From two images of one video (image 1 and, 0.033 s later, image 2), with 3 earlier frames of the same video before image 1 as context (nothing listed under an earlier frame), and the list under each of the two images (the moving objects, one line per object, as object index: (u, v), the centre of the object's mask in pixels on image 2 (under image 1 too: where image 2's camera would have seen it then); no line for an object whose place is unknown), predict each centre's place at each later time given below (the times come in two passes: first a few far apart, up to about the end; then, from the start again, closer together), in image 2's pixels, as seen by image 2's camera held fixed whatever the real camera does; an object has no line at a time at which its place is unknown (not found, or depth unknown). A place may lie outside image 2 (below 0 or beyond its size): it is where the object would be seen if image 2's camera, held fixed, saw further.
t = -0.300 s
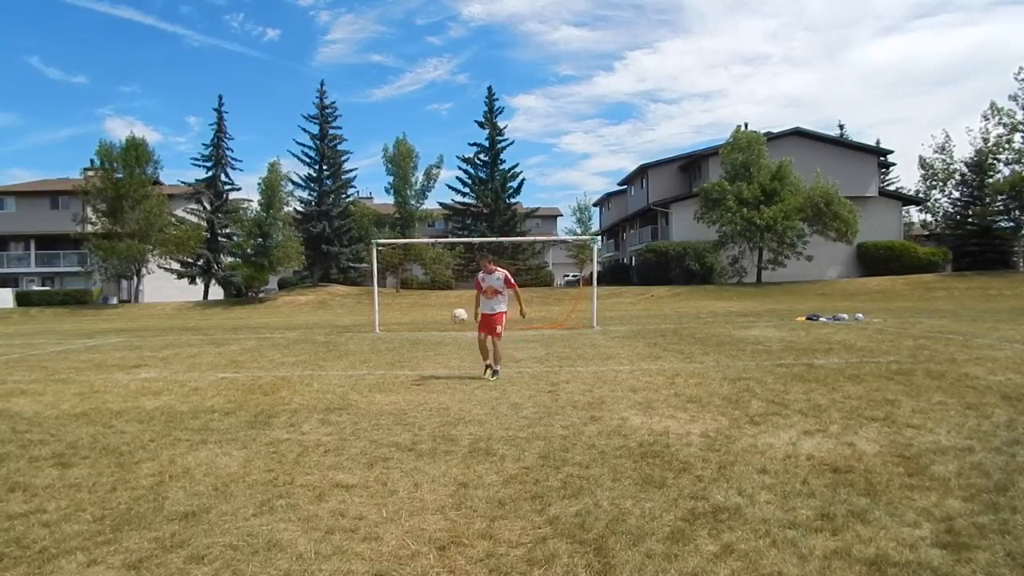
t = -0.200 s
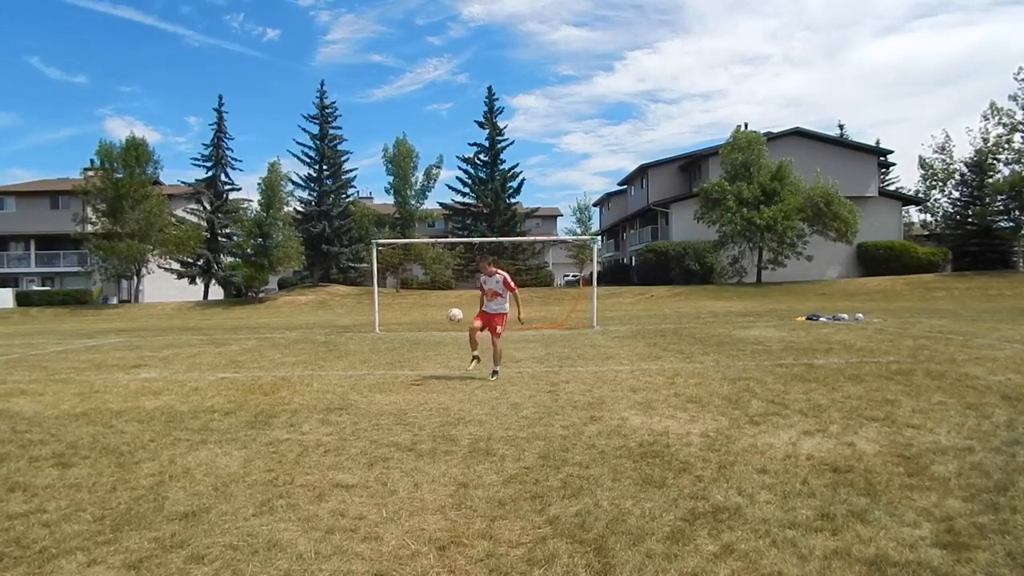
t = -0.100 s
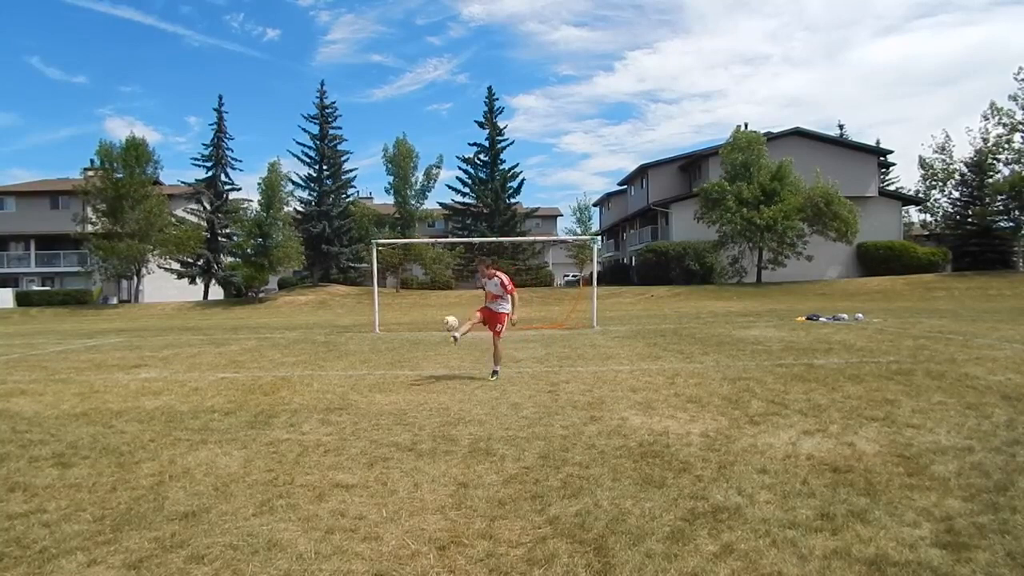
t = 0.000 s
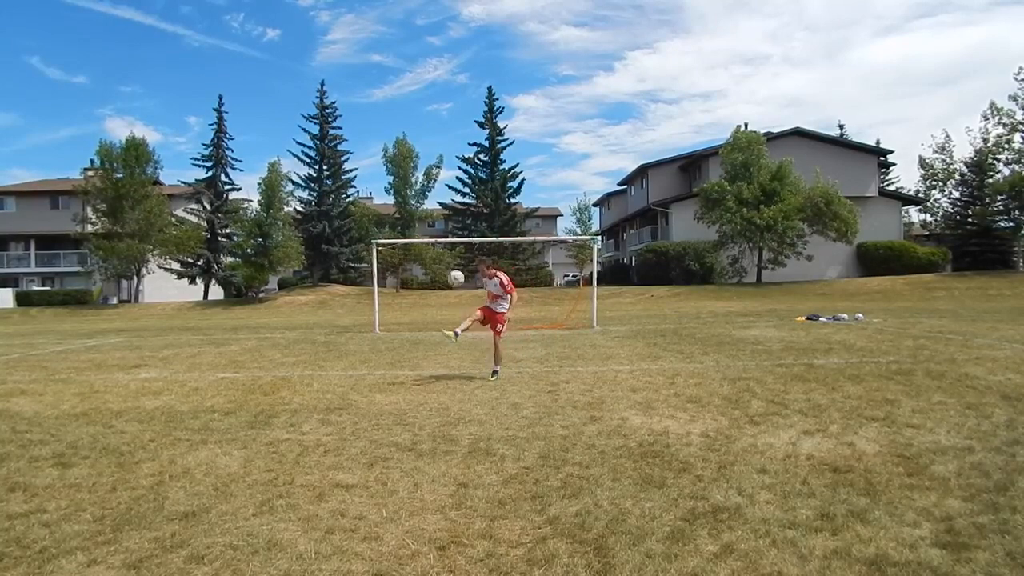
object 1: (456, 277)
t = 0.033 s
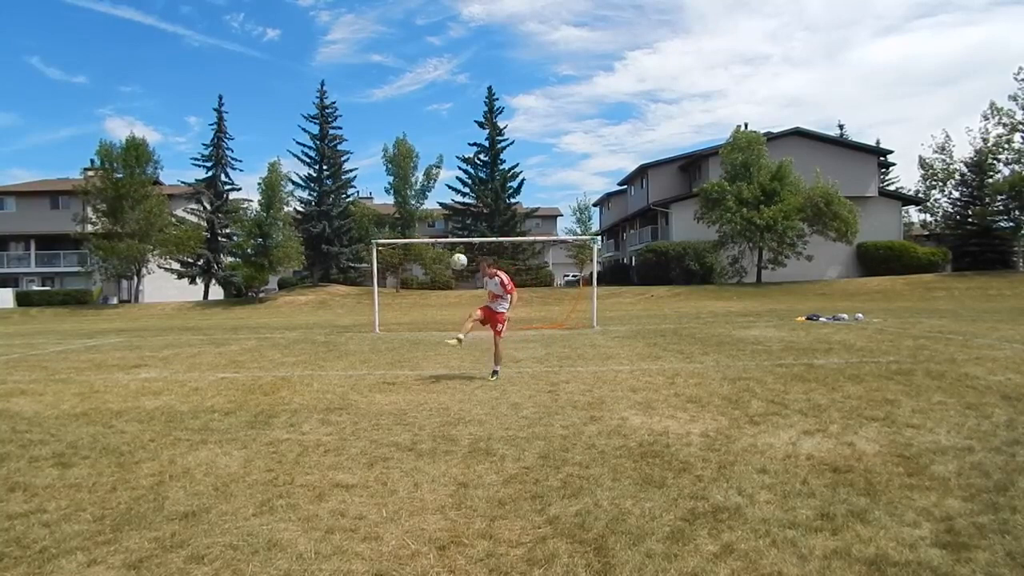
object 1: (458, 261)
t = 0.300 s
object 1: (480, 156)
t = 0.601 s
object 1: (505, 101)
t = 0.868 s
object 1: (525, 110)
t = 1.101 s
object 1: (543, 158)
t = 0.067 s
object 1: (461, 245)
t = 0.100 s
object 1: (464, 229)
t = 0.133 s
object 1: (466, 215)
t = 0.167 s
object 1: (469, 201)
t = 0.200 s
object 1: (472, 188)
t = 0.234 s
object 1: (475, 176)
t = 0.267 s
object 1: (478, 165)
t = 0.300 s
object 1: (480, 156)
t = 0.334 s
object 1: (483, 146)
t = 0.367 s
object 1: (485, 137)
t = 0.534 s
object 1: (499, 107)
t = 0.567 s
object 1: (502, 104)
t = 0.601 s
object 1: (505, 101)
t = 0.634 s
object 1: (507, 99)
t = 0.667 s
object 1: (509, 98)
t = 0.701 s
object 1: (512, 98)
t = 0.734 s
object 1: (515, 98)
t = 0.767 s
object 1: (517, 99)
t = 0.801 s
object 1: (519, 103)
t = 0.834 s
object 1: (522, 105)
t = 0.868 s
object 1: (525, 110)
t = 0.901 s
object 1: (528, 114)
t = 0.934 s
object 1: (531, 119)
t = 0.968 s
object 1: (533, 125)
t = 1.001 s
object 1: (535, 133)
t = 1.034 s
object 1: (538, 140)
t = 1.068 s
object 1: (541, 149)
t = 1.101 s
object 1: (543, 158)
